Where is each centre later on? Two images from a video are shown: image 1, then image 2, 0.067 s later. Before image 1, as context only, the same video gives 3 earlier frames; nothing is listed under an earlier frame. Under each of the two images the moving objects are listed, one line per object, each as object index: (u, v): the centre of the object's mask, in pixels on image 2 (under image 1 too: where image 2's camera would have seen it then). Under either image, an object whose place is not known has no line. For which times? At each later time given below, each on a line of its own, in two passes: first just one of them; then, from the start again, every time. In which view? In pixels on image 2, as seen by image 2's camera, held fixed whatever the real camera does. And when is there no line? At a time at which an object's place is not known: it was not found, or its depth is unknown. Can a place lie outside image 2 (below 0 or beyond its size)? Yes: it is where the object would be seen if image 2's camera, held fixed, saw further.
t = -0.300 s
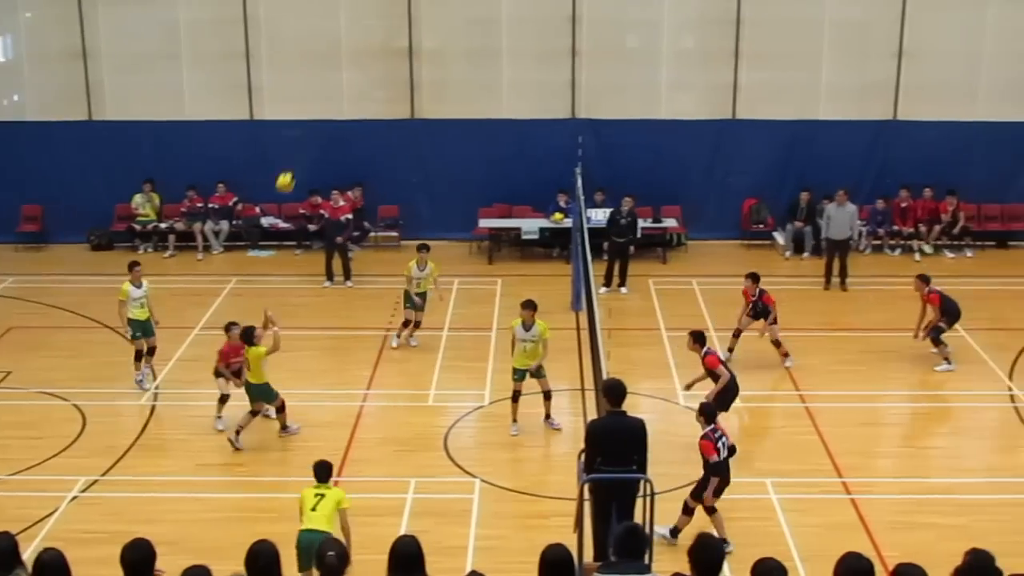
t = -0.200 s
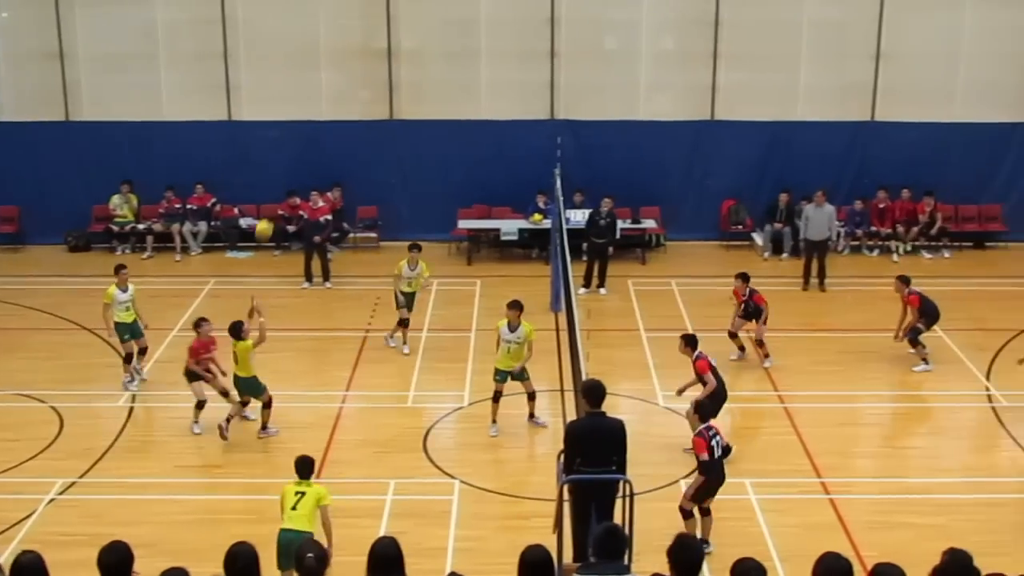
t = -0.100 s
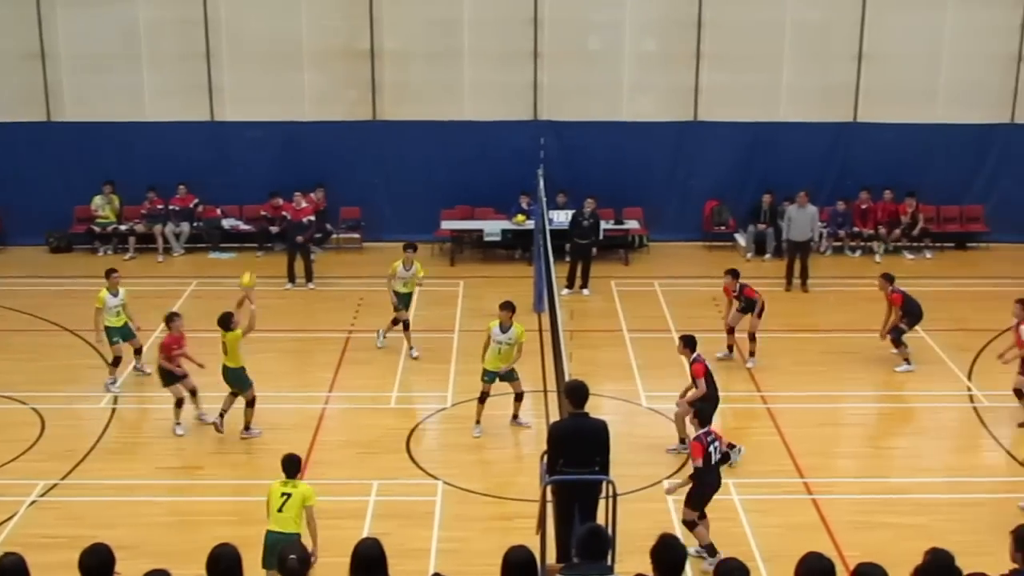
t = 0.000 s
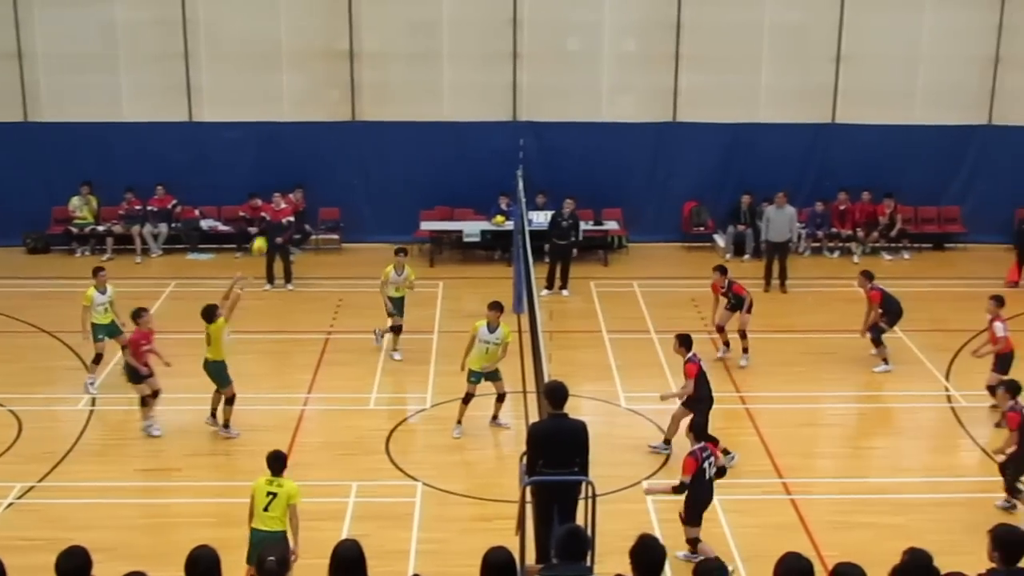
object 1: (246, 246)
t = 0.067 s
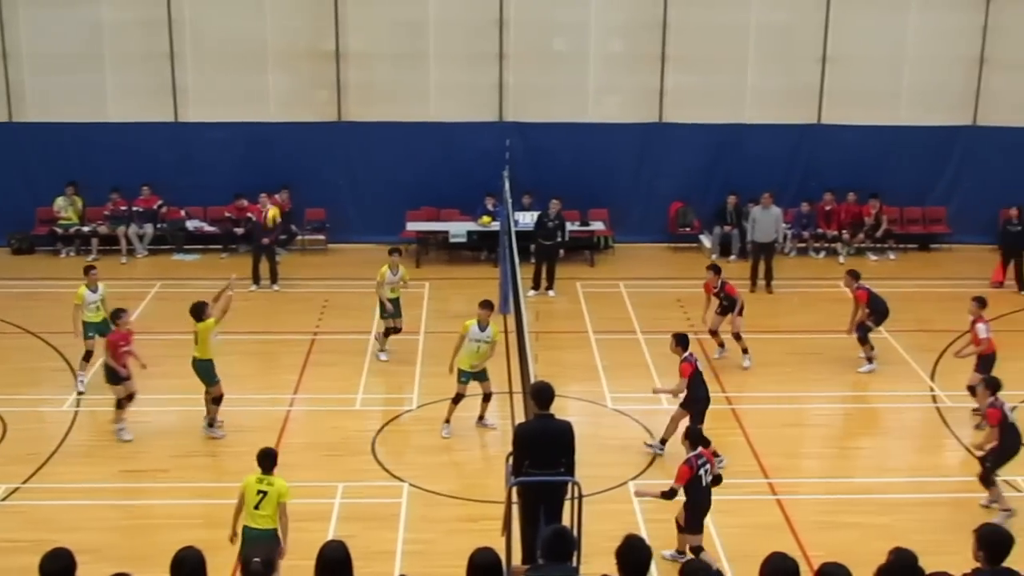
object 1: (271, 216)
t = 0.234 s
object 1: (335, 157)
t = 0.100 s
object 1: (285, 203)
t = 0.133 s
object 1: (297, 189)
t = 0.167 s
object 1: (309, 177)
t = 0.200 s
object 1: (322, 167)
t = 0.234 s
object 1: (335, 157)
